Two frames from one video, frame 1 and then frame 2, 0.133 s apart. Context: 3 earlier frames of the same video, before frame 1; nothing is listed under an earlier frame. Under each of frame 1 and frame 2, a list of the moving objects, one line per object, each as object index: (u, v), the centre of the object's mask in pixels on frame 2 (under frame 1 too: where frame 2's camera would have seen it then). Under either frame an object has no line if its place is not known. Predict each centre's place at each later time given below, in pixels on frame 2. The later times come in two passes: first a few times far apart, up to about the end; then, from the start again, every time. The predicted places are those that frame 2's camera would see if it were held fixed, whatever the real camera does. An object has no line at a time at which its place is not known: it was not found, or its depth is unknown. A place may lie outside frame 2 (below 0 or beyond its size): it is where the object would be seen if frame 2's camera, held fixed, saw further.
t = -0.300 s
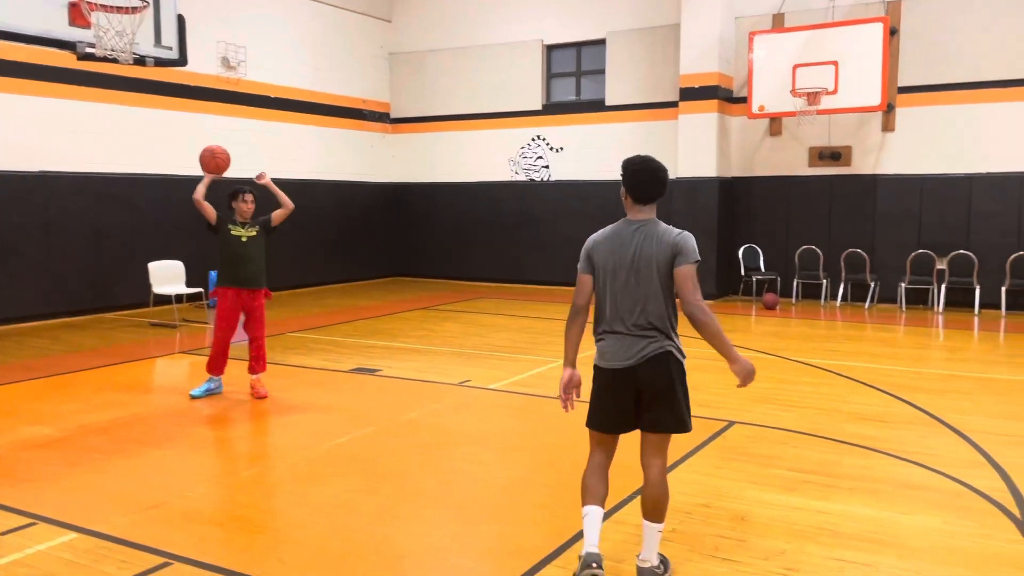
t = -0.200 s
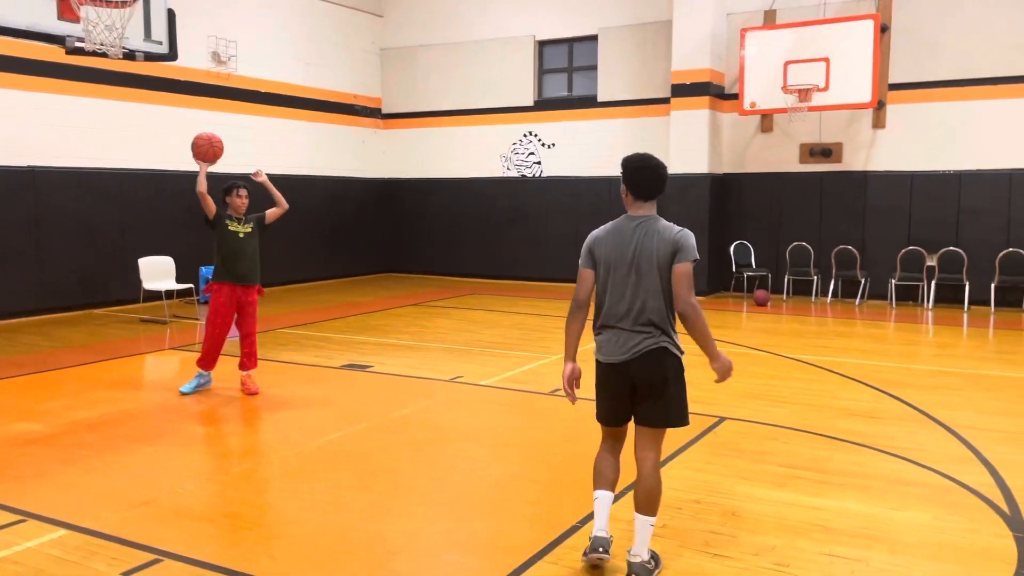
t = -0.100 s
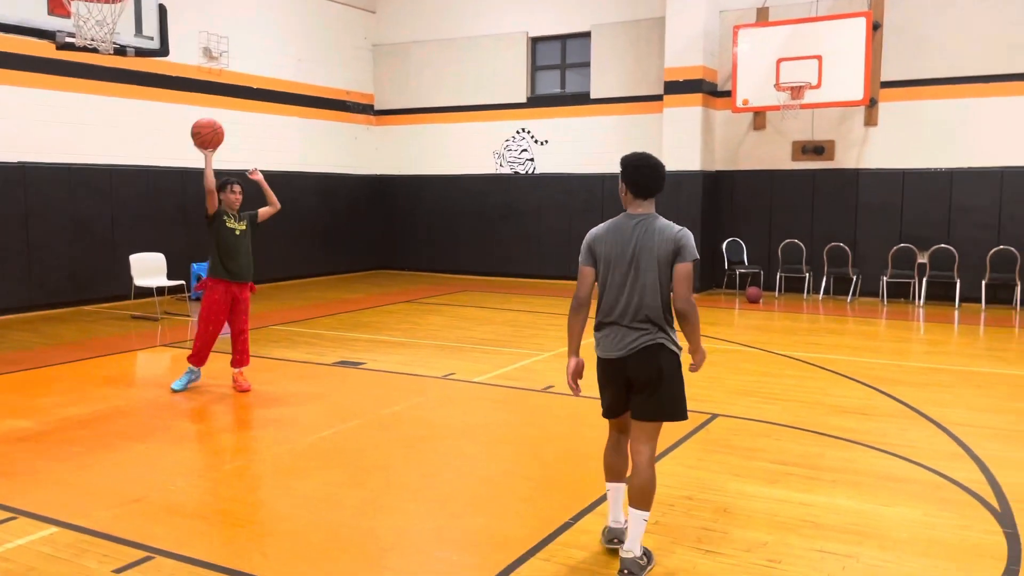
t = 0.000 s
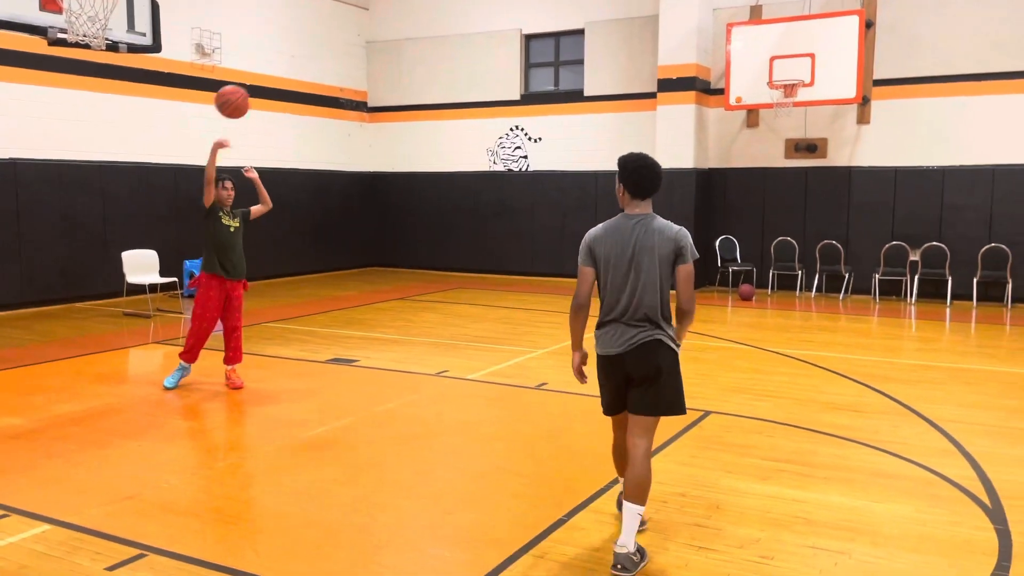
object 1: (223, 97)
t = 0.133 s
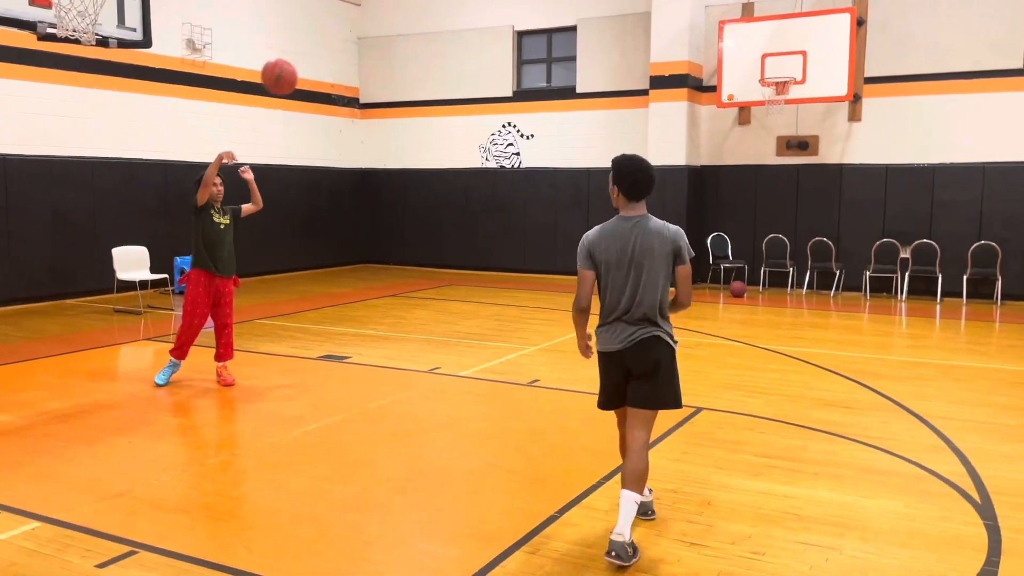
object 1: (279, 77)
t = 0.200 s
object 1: (310, 75)
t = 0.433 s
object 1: (437, 129)
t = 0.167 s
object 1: (294, 75)
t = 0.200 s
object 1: (310, 75)
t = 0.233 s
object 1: (326, 77)
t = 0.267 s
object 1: (343, 82)
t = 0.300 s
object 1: (361, 87)
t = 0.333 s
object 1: (379, 95)
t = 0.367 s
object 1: (397, 104)
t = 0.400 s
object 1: (417, 115)
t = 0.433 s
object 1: (437, 129)
